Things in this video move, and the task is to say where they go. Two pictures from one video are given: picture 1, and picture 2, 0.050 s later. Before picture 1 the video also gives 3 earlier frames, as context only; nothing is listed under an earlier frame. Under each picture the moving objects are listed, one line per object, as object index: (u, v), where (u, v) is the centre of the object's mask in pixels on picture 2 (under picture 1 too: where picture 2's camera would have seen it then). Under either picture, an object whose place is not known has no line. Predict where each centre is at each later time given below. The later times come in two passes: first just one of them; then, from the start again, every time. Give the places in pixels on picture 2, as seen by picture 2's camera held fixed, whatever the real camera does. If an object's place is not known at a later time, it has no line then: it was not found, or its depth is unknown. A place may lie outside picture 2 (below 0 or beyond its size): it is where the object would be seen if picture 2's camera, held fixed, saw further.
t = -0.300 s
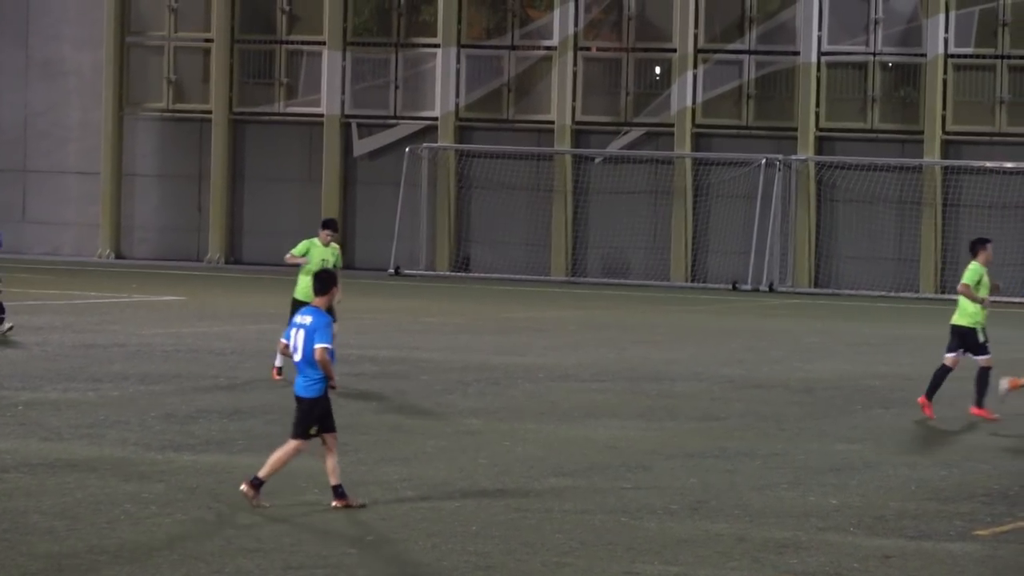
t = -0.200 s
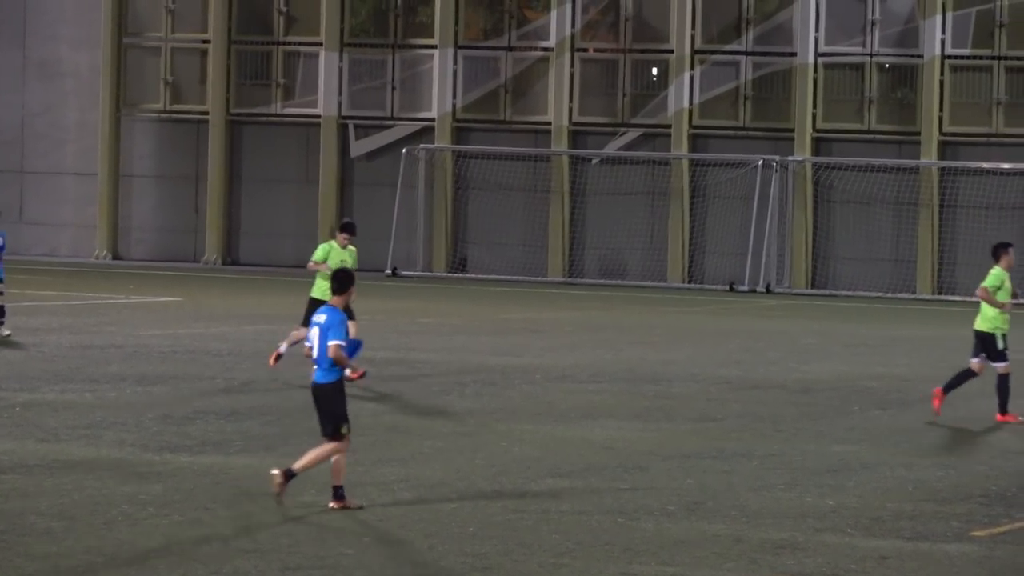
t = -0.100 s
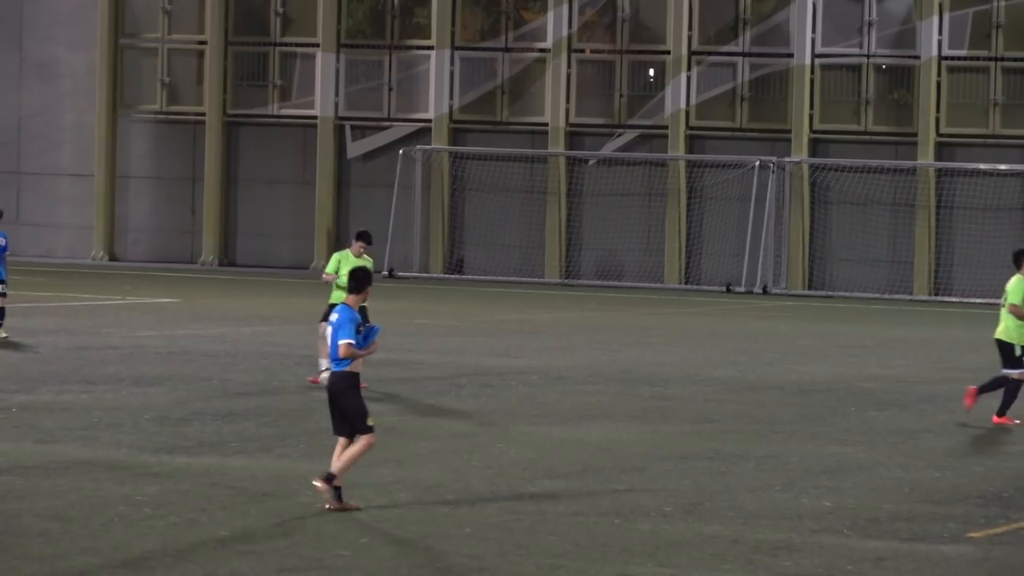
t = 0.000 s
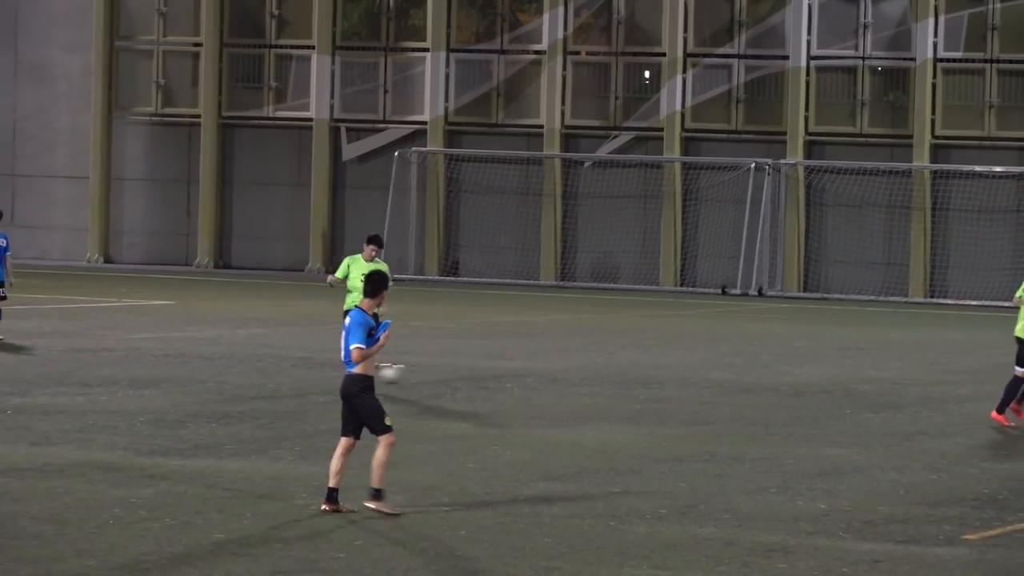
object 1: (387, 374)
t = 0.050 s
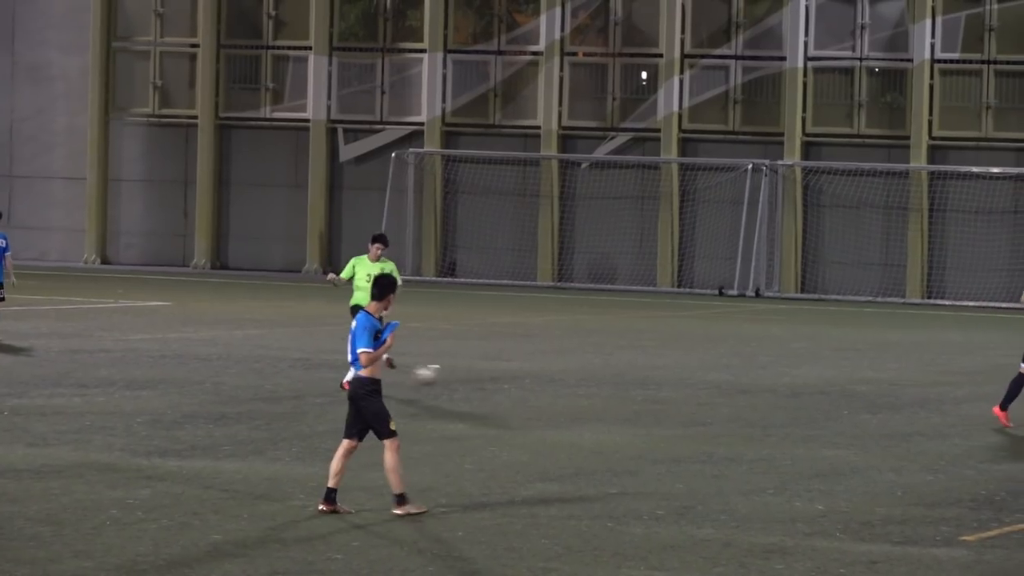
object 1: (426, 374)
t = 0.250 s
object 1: (594, 395)
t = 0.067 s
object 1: (439, 374)
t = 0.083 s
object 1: (453, 374)
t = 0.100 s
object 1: (465, 374)
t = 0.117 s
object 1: (478, 376)
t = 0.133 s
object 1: (493, 378)
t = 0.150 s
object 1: (507, 380)
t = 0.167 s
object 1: (521, 382)
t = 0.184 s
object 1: (535, 384)
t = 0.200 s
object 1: (550, 387)
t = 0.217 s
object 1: (563, 389)
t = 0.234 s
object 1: (579, 392)
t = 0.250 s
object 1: (594, 395)
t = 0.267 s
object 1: (609, 400)
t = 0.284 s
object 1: (624, 404)
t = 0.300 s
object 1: (640, 408)
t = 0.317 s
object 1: (655, 413)
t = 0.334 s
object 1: (670, 418)
